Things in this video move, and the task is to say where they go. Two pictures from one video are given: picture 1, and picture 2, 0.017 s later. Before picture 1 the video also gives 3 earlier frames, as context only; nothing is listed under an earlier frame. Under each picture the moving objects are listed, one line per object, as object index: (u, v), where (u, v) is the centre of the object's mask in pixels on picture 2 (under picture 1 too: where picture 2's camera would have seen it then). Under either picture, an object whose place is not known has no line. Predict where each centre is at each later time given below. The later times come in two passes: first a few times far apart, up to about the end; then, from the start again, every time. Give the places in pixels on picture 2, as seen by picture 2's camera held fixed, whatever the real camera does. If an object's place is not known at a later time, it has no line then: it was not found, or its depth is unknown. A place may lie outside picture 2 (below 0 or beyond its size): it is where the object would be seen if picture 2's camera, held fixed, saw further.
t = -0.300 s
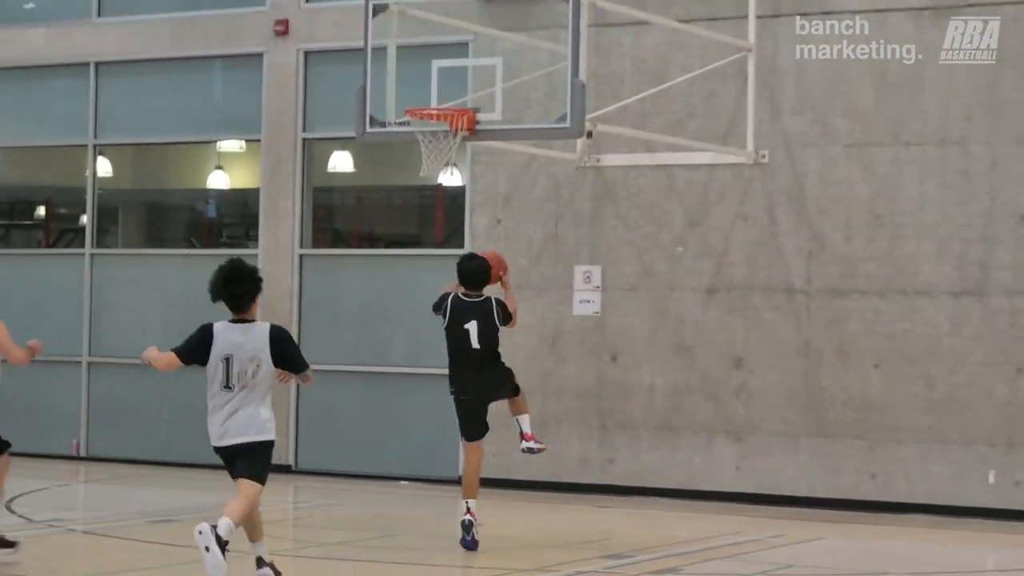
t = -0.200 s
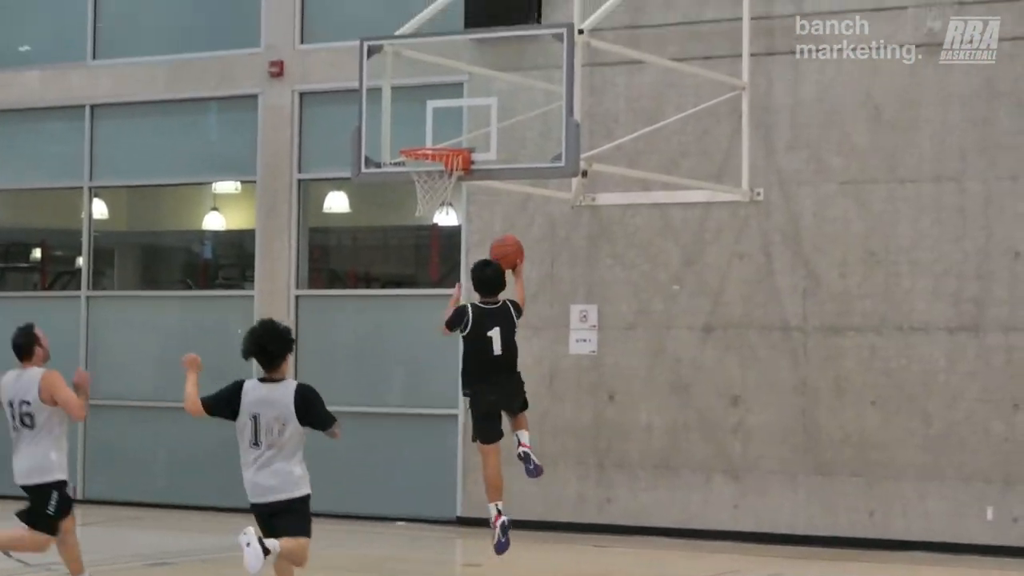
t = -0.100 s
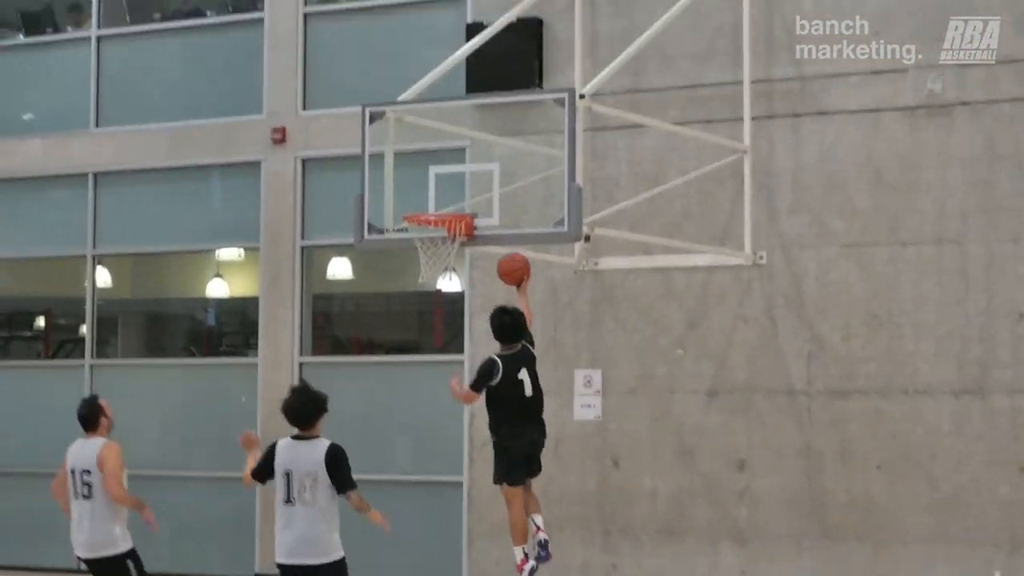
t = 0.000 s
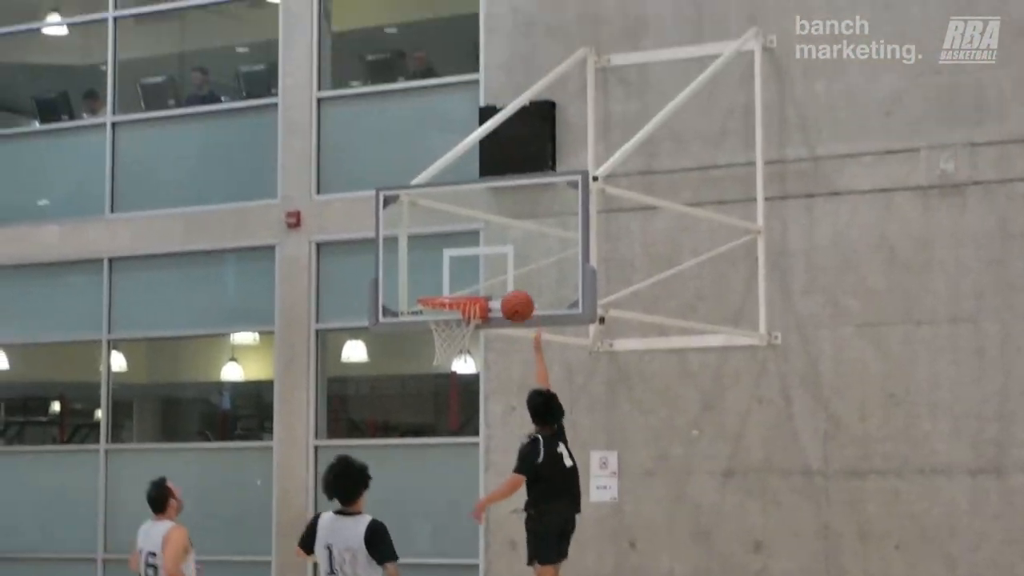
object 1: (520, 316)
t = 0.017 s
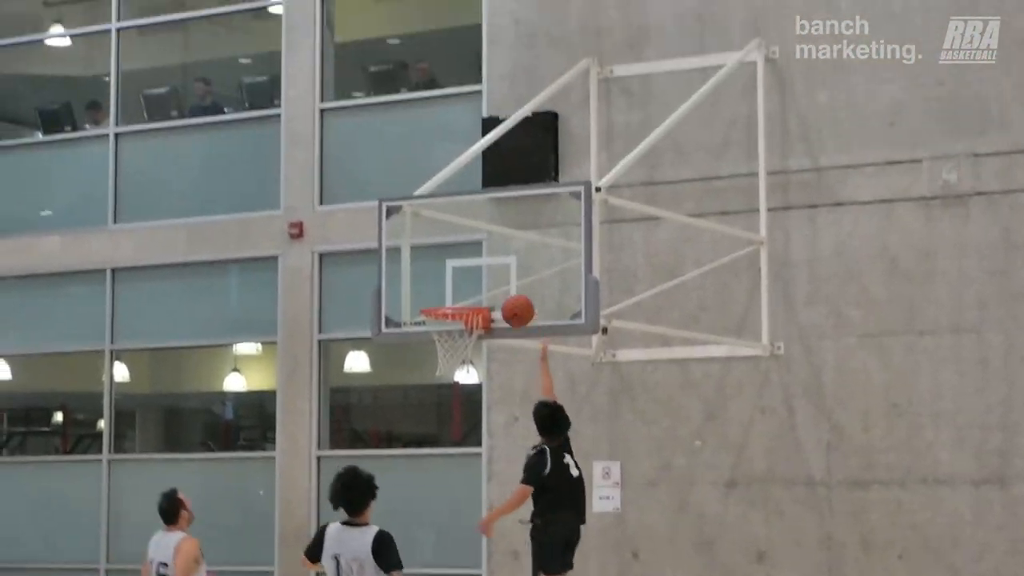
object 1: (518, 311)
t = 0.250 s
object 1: (489, 266)
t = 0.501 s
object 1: (444, 285)
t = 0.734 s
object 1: (434, 271)
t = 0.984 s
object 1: (430, 288)
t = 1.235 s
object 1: (416, 317)
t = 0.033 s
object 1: (516, 305)
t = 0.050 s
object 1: (514, 300)
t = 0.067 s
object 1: (512, 295)
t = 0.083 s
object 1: (510, 291)
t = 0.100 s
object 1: (508, 286)
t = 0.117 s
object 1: (506, 283)
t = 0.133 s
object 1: (504, 279)
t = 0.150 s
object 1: (502, 277)
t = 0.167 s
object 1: (500, 274)
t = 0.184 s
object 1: (498, 272)
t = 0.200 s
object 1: (496, 270)
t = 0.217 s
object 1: (494, 269)
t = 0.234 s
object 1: (492, 268)
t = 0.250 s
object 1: (489, 266)
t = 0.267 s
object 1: (486, 265)
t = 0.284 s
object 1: (483, 264)
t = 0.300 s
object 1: (480, 263)
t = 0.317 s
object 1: (476, 263)
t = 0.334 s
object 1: (474, 263)
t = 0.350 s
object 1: (471, 264)
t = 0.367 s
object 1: (468, 264)
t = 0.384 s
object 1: (465, 266)
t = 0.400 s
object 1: (462, 268)
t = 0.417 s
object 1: (459, 270)
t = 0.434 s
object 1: (456, 272)
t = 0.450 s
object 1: (453, 275)
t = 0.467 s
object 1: (450, 278)
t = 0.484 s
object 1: (447, 282)
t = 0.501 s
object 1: (444, 285)
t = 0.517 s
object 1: (440, 290)
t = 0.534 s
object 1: (437, 293)
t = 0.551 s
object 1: (435, 295)
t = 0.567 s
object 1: (435, 292)
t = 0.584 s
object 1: (435, 289)
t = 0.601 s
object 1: (435, 286)
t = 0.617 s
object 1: (435, 283)
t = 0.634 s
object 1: (435, 280)
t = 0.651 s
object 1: (435, 278)
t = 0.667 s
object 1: (434, 276)
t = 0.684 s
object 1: (434, 274)
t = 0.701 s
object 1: (434, 273)
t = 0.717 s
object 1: (434, 272)
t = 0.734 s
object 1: (434, 271)
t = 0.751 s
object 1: (434, 271)
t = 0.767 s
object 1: (434, 271)
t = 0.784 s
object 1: (434, 272)
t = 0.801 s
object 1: (434, 273)
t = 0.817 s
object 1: (434, 274)
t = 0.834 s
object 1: (434, 276)
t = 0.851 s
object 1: (433, 277)
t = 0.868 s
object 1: (433, 280)
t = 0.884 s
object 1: (433, 283)
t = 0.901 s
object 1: (433, 286)
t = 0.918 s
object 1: (433, 289)
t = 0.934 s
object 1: (432, 291)
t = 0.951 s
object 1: (432, 290)
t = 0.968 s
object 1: (431, 289)
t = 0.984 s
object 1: (430, 288)
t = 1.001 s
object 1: (429, 287)
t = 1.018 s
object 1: (428, 287)
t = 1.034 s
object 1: (428, 287)
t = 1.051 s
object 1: (427, 287)
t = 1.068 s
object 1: (426, 288)
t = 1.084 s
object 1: (425, 289)
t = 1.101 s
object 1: (424, 290)
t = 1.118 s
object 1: (423, 293)
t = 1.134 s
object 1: (422, 295)
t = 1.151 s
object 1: (421, 297)
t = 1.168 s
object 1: (420, 300)
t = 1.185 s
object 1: (419, 304)
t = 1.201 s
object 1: (418, 308)
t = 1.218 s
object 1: (417, 312)
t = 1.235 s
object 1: (416, 317)
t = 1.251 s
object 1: (415, 322)
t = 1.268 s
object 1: (415, 327)
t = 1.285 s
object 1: (413, 333)
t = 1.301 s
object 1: (413, 339)
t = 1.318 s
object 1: (412, 346)
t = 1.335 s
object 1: (410, 353)
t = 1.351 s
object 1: (410, 360)
